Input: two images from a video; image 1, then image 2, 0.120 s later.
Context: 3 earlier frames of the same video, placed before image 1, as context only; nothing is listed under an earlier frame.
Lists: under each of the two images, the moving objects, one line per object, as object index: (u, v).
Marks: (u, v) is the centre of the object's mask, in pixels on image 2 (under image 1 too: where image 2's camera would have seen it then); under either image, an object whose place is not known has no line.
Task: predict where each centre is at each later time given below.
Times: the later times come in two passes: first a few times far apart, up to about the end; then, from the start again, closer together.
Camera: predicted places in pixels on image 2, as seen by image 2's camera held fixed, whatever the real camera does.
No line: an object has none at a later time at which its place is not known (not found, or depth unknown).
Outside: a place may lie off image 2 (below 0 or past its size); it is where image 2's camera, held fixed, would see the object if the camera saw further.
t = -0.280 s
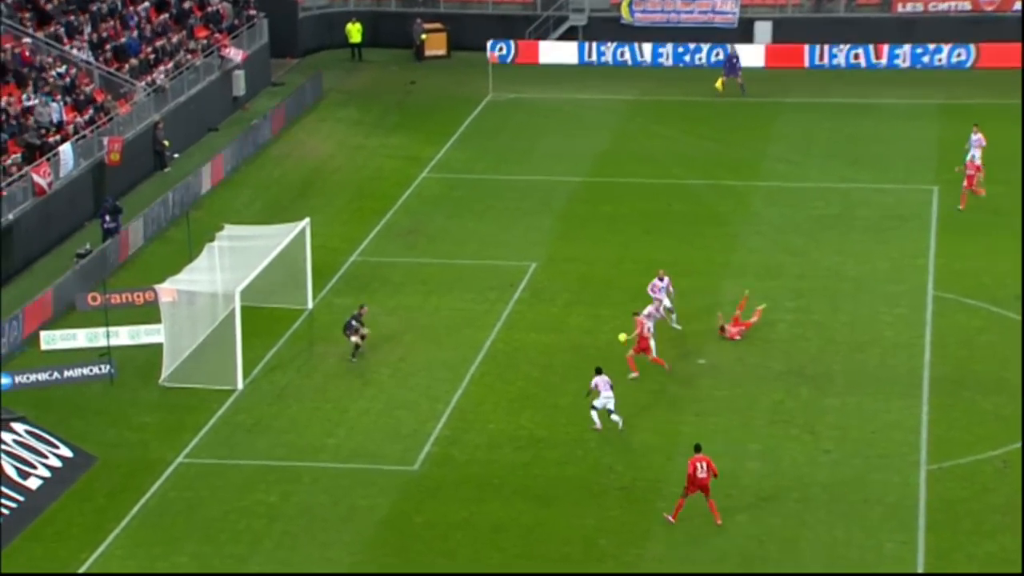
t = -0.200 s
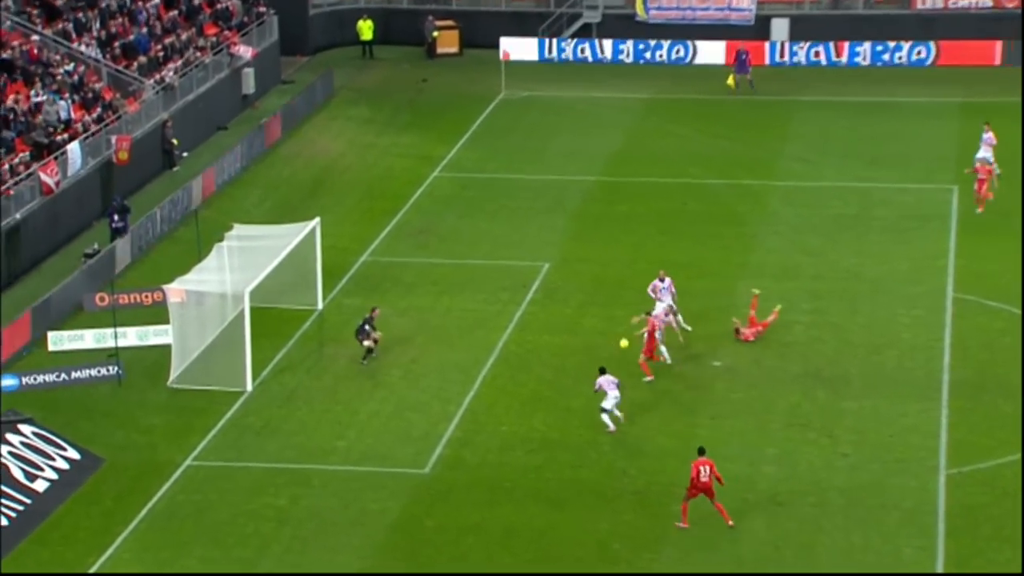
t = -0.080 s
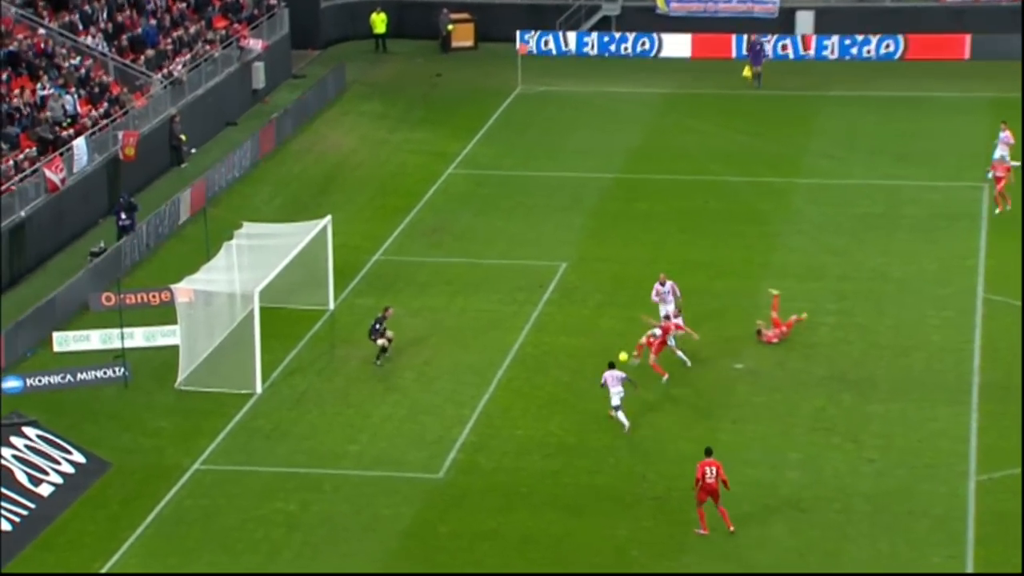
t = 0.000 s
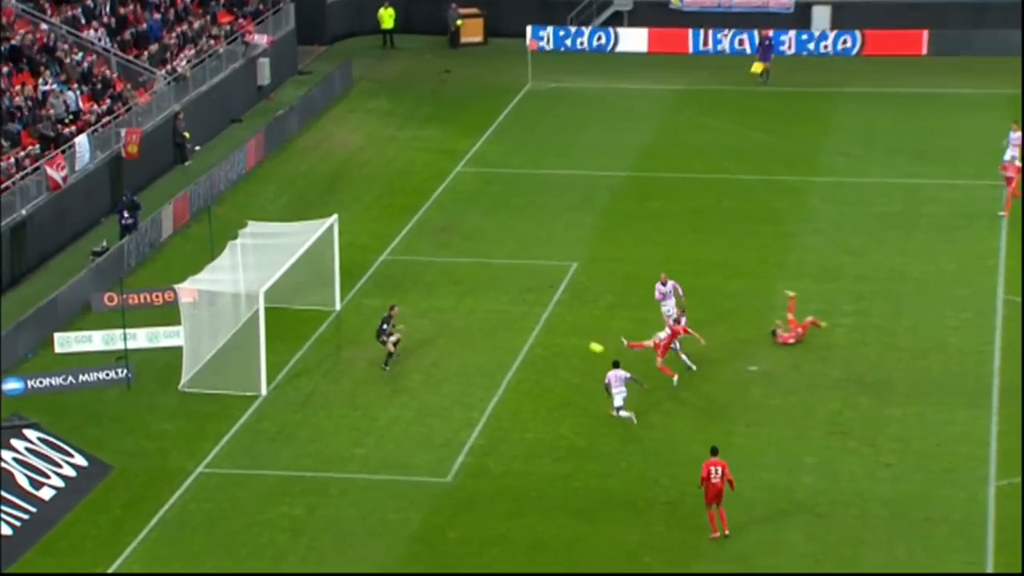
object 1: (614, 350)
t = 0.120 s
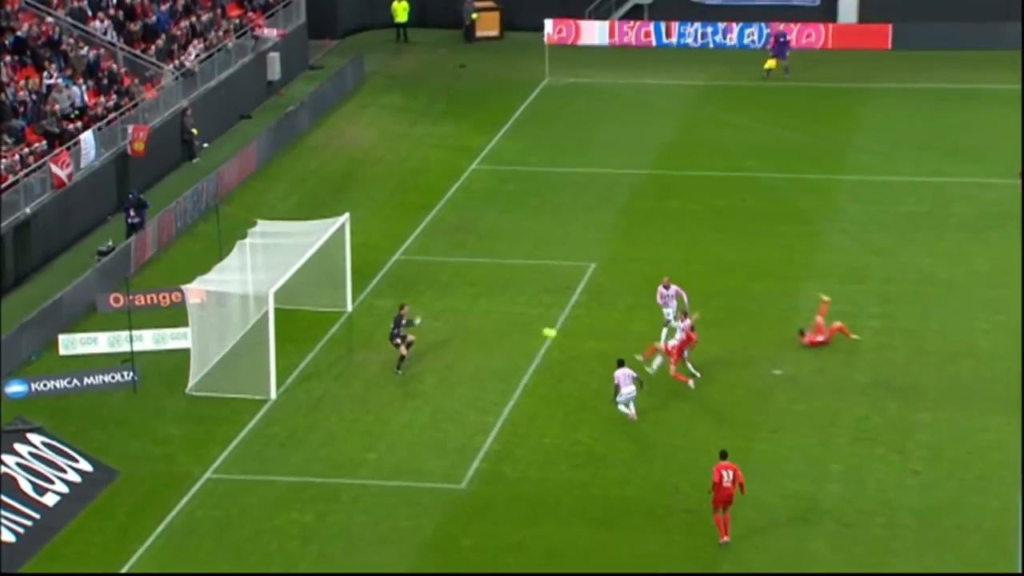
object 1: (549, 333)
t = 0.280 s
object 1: (468, 321)
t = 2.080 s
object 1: (291, 321)
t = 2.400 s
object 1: (298, 323)
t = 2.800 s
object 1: (303, 324)
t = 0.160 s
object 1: (528, 328)
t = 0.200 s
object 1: (508, 325)
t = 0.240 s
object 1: (488, 322)
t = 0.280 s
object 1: (468, 321)
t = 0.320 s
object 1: (449, 320)
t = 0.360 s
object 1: (430, 319)
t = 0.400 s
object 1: (414, 319)
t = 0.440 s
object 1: (391, 321)
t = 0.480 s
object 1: (376, 323)
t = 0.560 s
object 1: (344, 322)
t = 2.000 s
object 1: (289, 320)
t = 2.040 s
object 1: (290, 320)
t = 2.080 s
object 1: (291, 321)
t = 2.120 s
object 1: (292, 321)
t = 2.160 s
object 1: (292, 321)
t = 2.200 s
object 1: (293, 321)
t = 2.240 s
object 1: (294, 322)
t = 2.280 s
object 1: (296, 322)
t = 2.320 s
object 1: (296, 322)
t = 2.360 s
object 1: (297, 322)
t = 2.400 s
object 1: (298, 323)
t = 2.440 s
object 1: (298, 323)
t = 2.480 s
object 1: (299, 323)
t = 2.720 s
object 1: (302, 324)
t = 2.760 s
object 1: (303, 324)
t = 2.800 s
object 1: (303, 324)
